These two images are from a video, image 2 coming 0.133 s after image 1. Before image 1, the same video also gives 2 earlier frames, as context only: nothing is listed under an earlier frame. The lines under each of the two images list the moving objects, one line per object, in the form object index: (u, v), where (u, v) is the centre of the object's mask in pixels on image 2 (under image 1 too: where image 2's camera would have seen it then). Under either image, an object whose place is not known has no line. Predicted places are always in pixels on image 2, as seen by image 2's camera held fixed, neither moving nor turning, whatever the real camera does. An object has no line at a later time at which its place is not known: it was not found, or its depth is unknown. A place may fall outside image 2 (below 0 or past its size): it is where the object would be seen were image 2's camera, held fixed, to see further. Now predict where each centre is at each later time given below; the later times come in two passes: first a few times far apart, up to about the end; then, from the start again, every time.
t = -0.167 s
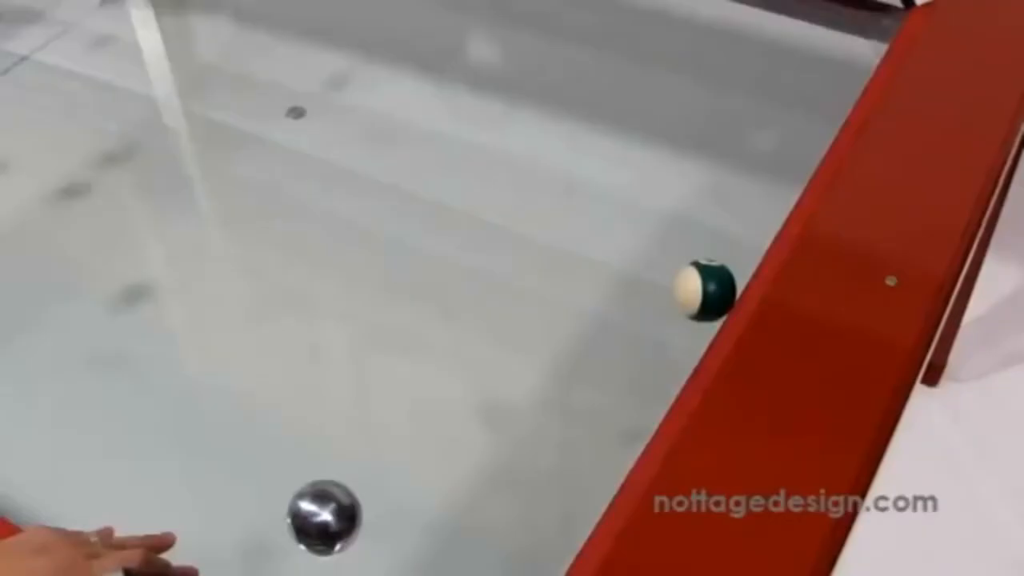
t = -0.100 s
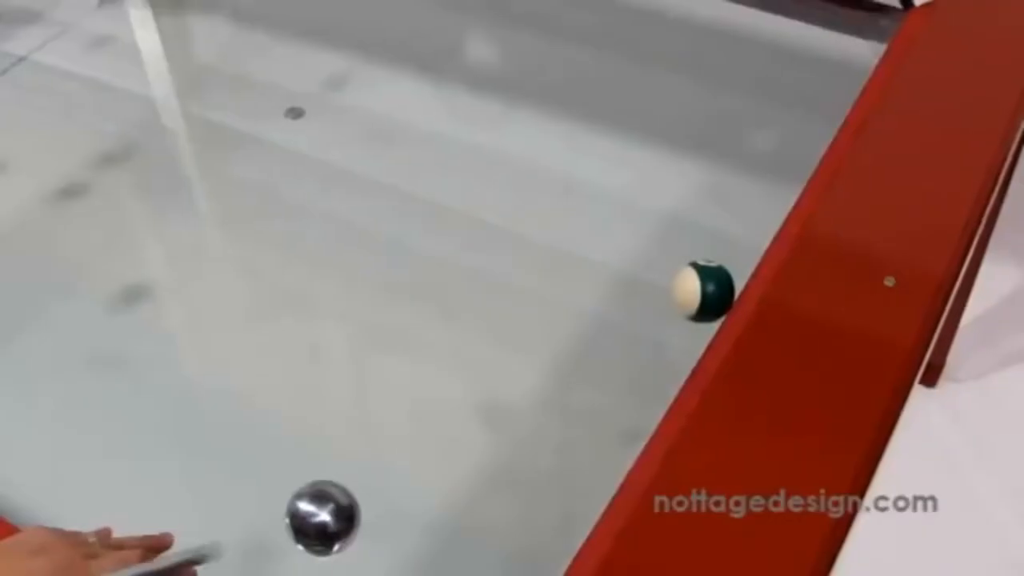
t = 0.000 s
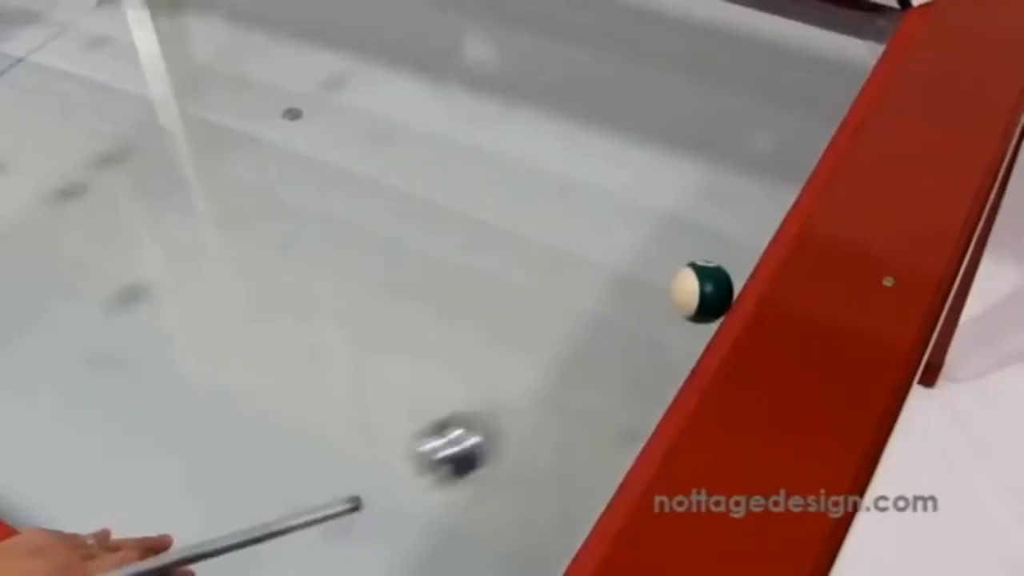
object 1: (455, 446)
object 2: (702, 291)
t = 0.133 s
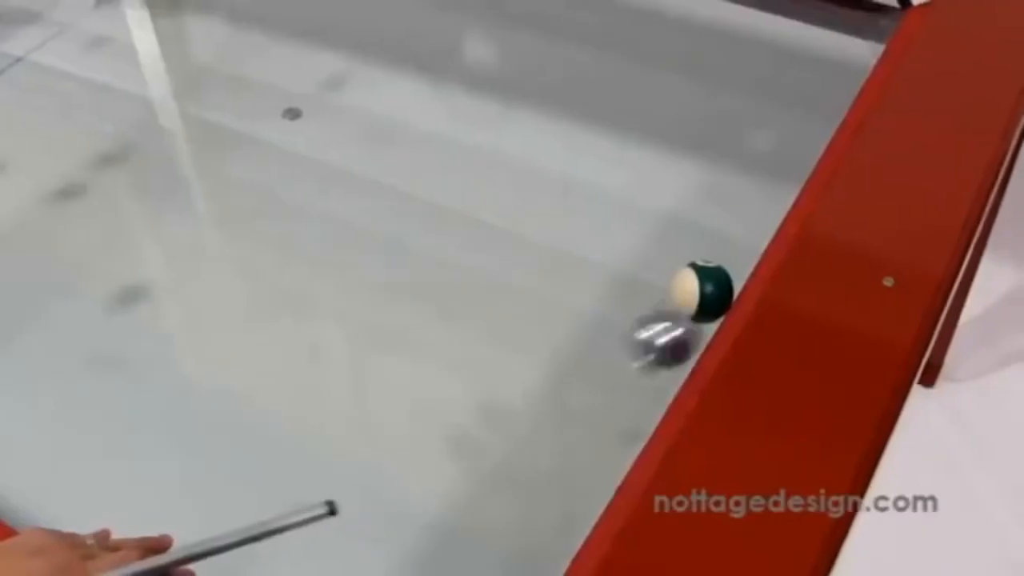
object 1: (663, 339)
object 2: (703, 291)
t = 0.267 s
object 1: (651, 304)
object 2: (755, 210)
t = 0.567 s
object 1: (617, 244)
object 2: (825, 92)
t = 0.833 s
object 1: (592, 210)
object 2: (871, 19)
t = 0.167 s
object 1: (674, 329)
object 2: (717, 273)
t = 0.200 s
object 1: (660, 322)
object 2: (735, 247)
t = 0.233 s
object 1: (655, 313)
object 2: (747, 227)
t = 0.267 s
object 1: (651, 304)
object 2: (755, 210)
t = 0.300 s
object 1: (646, 296)
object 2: (765, 192)
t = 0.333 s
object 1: (642, 288)
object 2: (773, 181)
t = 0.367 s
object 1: (637, 280)
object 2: (780, 166)
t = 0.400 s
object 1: (633, 273)
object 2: (790, 151)
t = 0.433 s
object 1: (630, 267)
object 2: (799, 138)
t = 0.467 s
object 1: (627, 260)
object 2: (803, 129)
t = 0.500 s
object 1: (623, 254)
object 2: (812, 116)
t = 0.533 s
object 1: (620, 249)
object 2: (818, 105)
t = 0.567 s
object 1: (617, 244)
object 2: (825, 92)
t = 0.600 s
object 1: (614, 239)
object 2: (831, 84)
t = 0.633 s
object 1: (611, 235)
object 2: (837, 74)
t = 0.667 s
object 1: (607, 230)
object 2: (843, 65)
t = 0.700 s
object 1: (605, 225)
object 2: (850, 53)
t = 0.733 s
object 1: (601, 221)
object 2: (856, 46)
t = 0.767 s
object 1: (599, 217)
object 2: (859, 36)
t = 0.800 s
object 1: (595, 213)
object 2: (865, 26)
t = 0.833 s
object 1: (592, 210)
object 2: (871, 19)
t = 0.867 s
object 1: (589, 208)
